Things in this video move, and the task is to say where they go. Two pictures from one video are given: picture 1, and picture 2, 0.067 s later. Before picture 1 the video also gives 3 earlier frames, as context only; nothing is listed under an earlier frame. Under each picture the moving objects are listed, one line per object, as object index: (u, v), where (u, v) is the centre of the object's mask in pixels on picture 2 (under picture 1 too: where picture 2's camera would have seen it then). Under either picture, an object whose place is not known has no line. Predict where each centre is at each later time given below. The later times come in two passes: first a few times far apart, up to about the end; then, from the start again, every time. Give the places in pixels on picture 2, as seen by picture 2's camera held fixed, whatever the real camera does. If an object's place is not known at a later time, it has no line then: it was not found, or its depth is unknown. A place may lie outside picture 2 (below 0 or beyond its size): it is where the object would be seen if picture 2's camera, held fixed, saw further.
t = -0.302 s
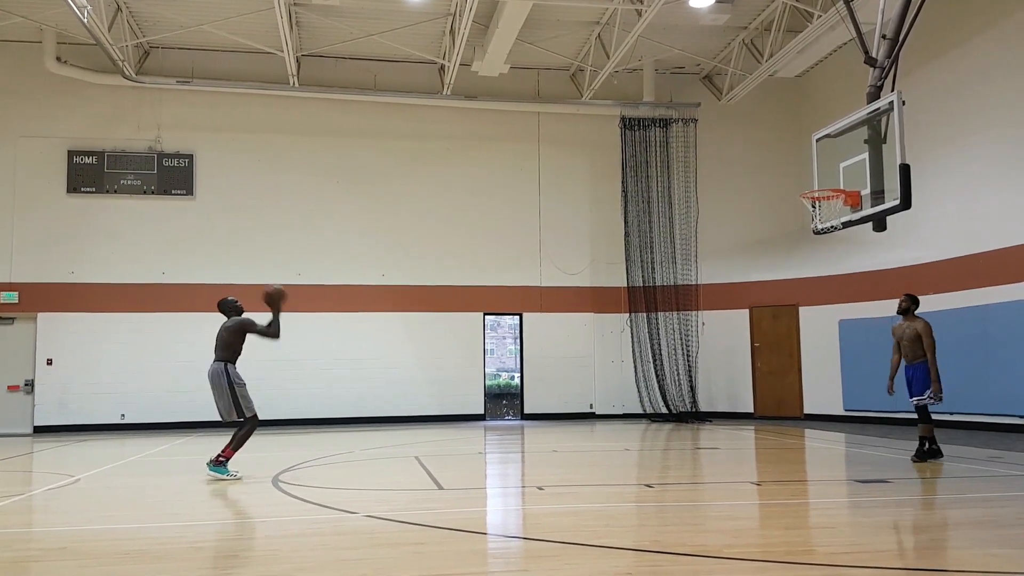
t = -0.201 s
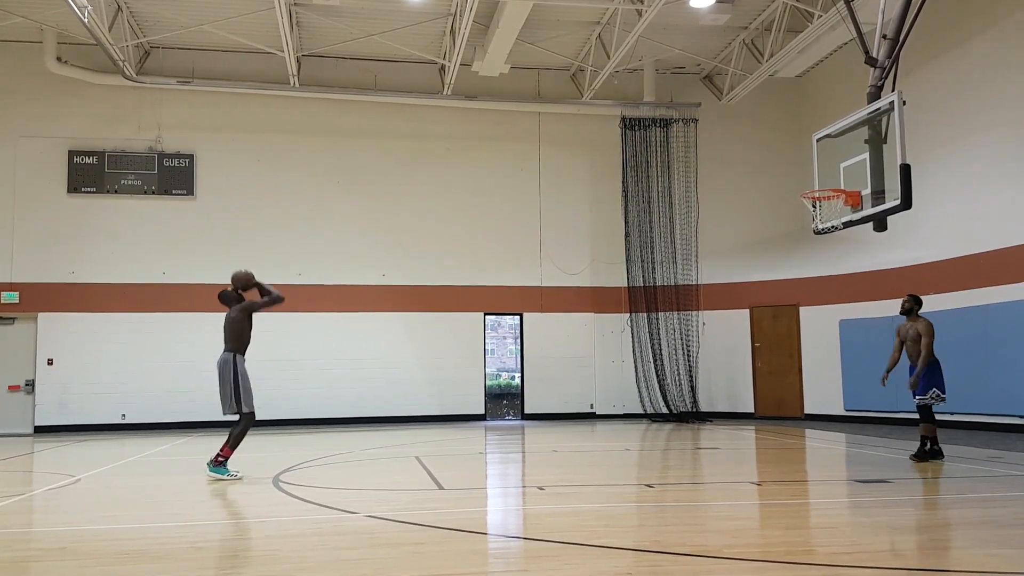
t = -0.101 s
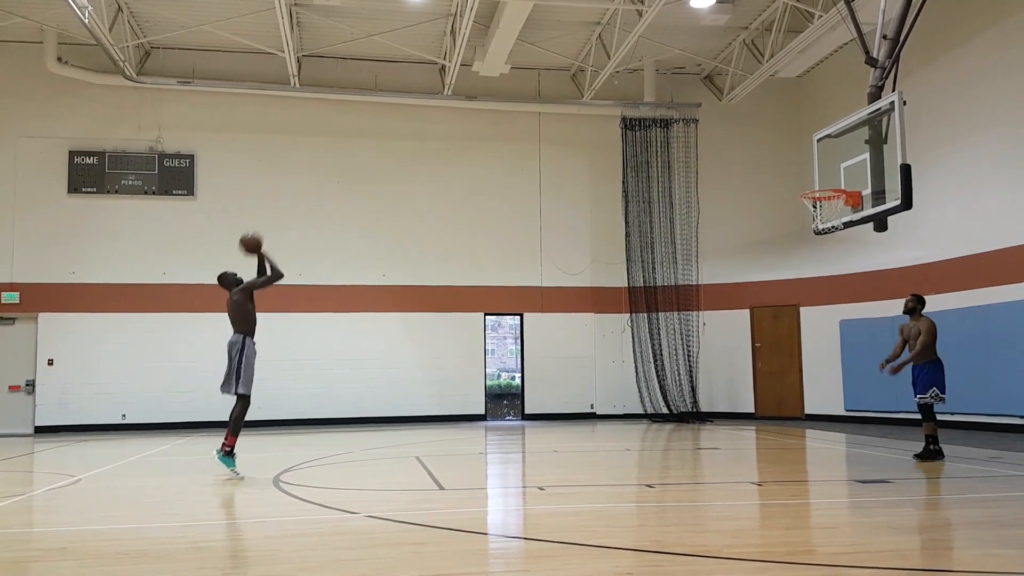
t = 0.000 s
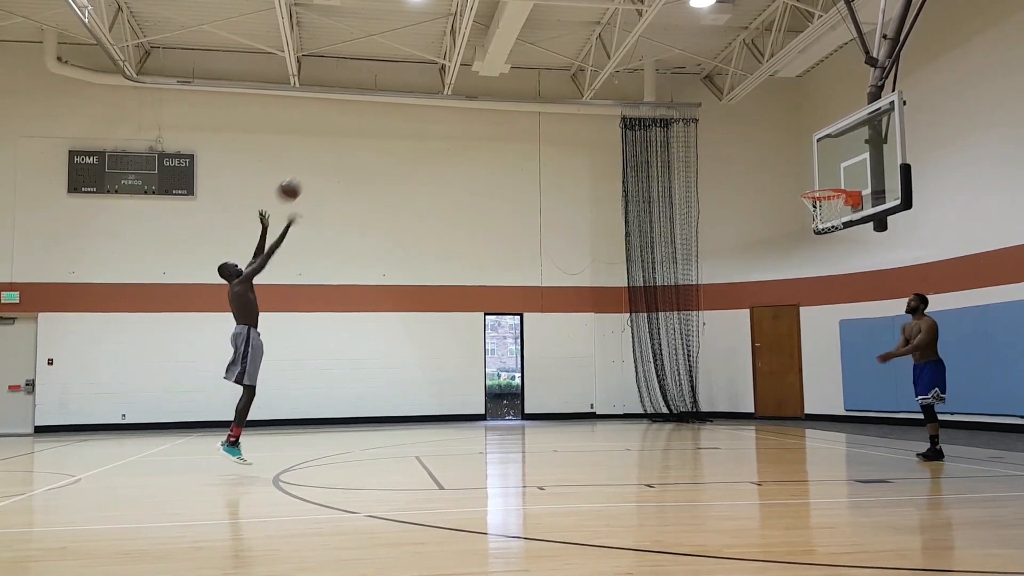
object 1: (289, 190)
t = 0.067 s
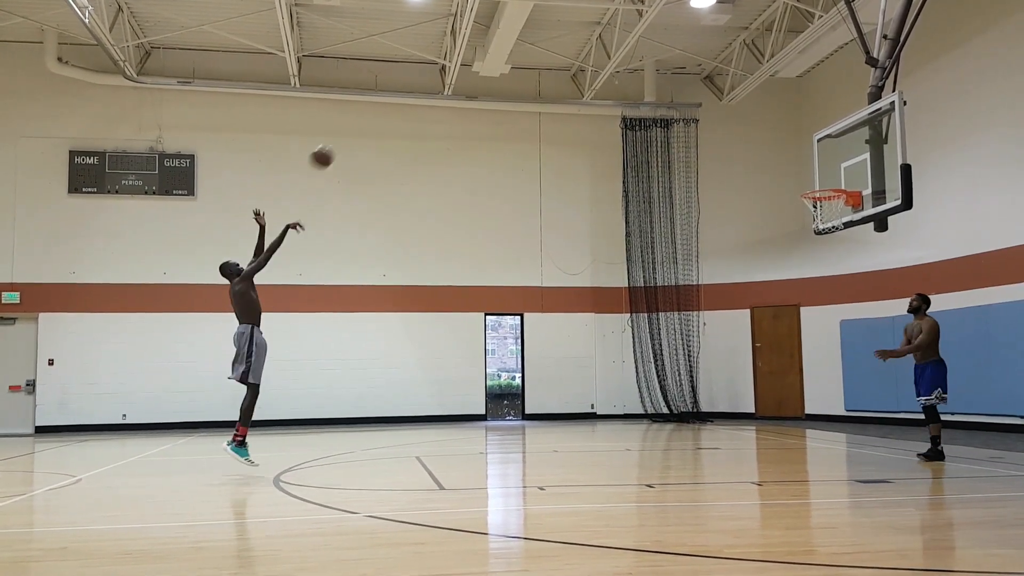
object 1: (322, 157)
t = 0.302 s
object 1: (429, 74)
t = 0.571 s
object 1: (547, 37)
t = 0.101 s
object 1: (337, 142)
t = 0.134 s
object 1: (353, 128)
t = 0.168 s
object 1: (368, 116)
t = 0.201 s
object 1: (384, 104)
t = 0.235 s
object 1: (399, 93)
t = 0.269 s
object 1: (415, 83)
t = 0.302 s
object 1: (429, 74)
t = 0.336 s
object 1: (443, 67)
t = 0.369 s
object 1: (459, 60)
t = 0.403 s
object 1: (474, 54)
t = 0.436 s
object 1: (488, 48)
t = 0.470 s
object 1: (503, 44)
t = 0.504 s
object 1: (517, 41)
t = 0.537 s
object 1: (532, 39)
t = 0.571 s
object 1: (547, 37)
